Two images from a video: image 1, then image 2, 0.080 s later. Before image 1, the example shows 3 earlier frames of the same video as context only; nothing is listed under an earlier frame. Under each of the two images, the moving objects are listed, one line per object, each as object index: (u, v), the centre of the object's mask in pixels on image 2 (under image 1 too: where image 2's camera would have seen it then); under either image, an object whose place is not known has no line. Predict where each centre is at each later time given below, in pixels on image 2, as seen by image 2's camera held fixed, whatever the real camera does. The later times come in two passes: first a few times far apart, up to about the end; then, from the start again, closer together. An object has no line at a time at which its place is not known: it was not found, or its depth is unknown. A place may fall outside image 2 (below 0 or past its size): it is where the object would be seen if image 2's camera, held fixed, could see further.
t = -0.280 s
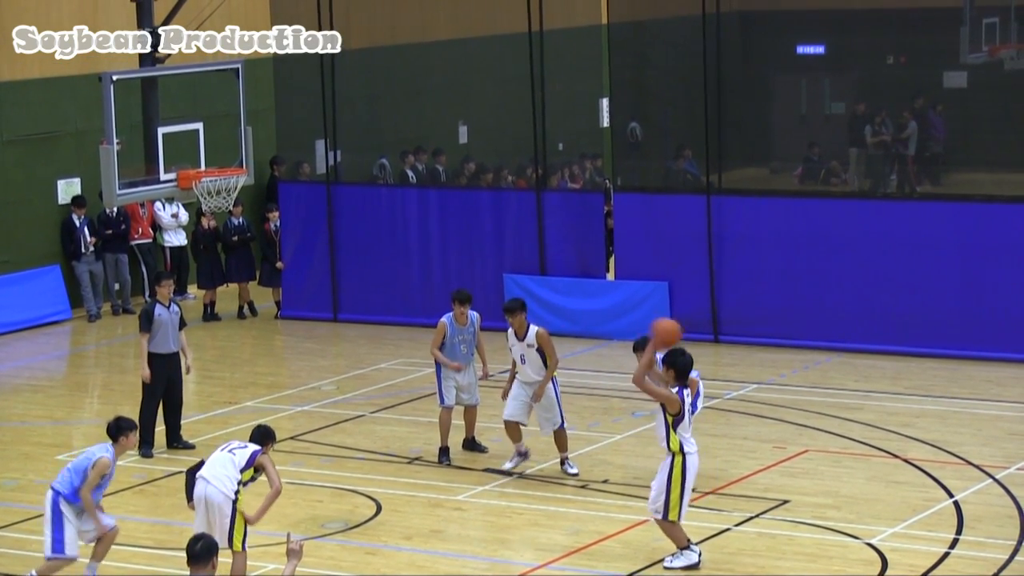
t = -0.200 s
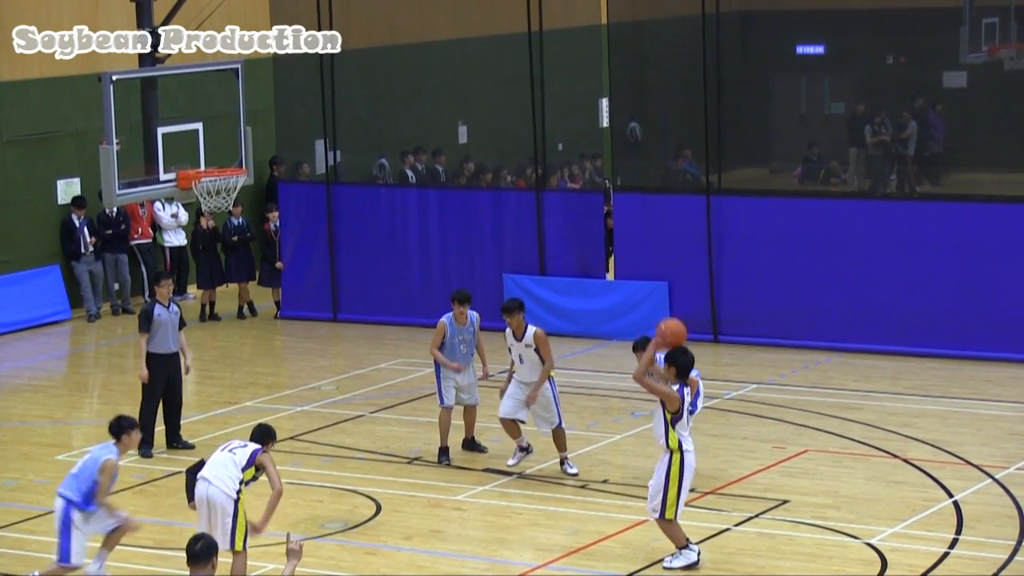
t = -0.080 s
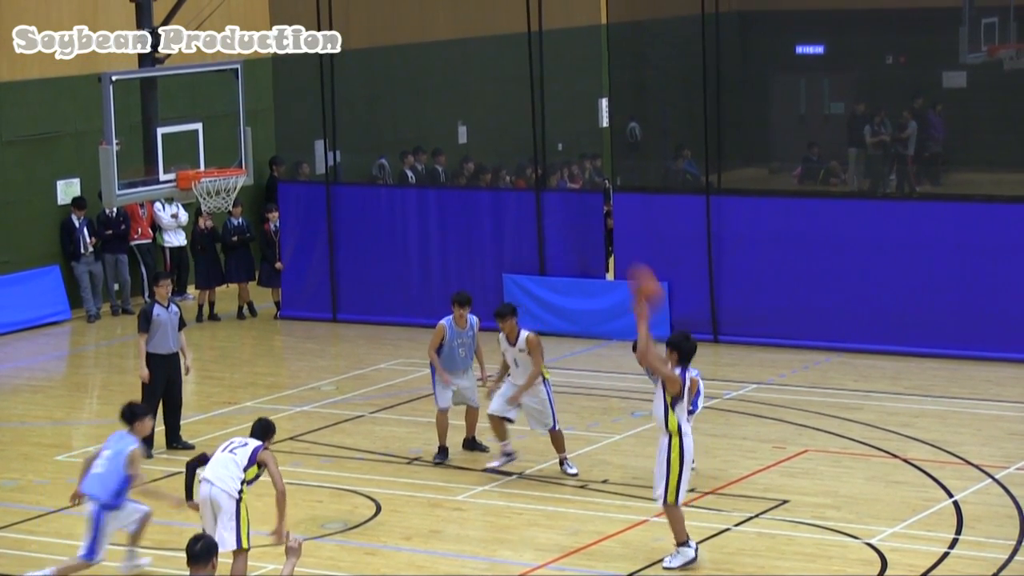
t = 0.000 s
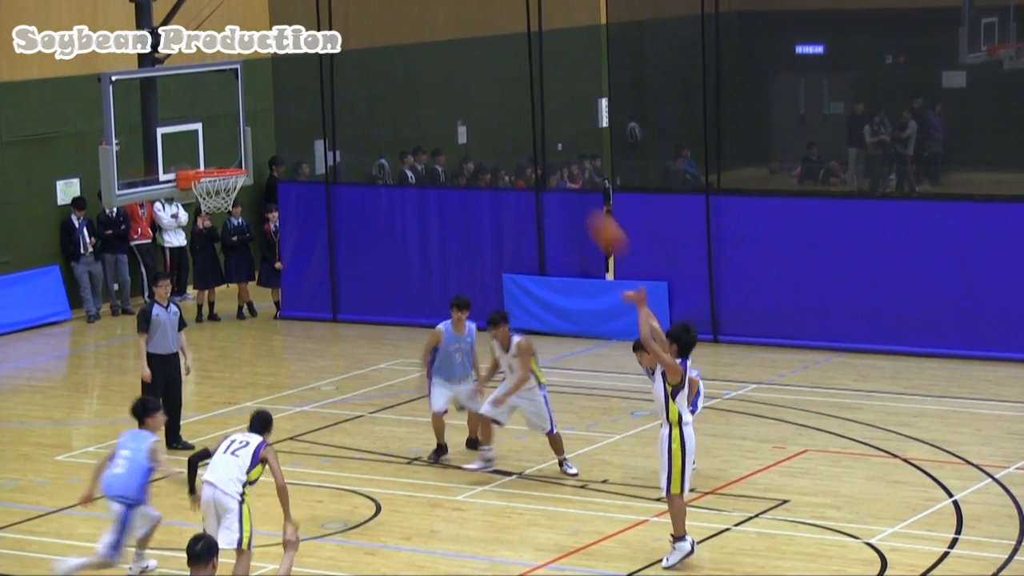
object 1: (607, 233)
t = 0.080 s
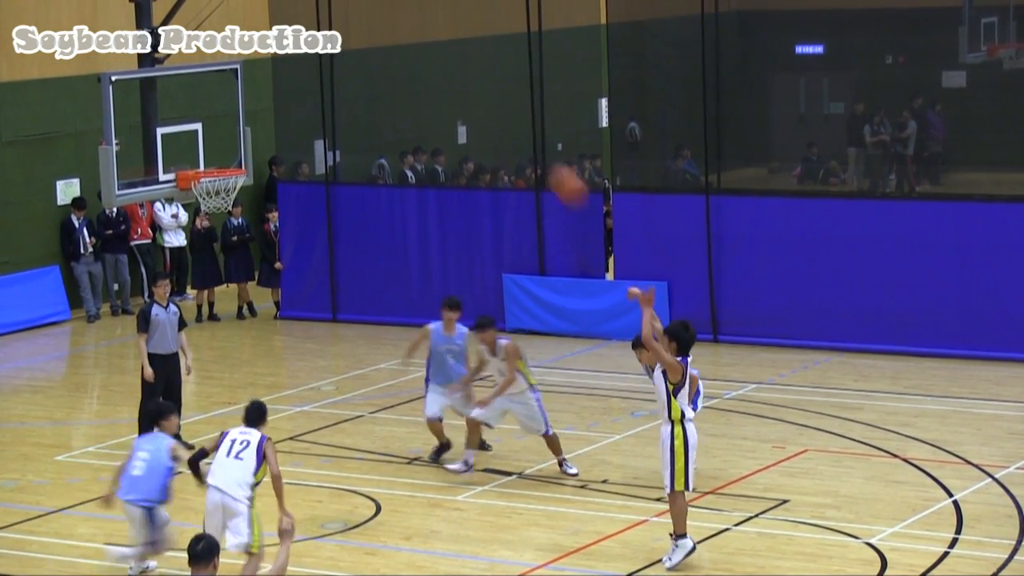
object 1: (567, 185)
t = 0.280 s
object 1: (474, 102)
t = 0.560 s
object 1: (354, 68)
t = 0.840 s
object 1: (249, 121)
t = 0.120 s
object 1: (548, 165)
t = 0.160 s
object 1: (529, 146)
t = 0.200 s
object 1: (510, 129)
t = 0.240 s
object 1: (492, 115)
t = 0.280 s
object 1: (474, 102)
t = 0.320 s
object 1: (456, 92)
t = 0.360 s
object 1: (438, 83)
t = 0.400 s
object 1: (421, 76)
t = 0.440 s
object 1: (403, 71)
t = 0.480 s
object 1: (387, 68)
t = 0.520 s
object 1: (370, 67)
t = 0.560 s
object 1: (354, 68)
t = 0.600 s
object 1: (339, 70)
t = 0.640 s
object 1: (322, 75)
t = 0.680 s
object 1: (307, 81)
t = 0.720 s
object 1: (292, 88)
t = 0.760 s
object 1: (277, 98)
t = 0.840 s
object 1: (249, 121)
